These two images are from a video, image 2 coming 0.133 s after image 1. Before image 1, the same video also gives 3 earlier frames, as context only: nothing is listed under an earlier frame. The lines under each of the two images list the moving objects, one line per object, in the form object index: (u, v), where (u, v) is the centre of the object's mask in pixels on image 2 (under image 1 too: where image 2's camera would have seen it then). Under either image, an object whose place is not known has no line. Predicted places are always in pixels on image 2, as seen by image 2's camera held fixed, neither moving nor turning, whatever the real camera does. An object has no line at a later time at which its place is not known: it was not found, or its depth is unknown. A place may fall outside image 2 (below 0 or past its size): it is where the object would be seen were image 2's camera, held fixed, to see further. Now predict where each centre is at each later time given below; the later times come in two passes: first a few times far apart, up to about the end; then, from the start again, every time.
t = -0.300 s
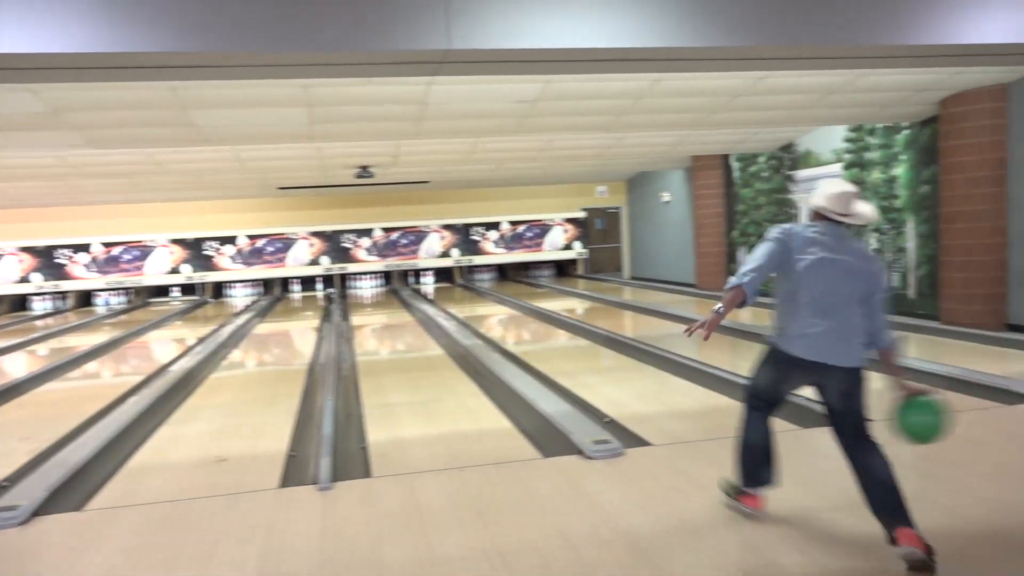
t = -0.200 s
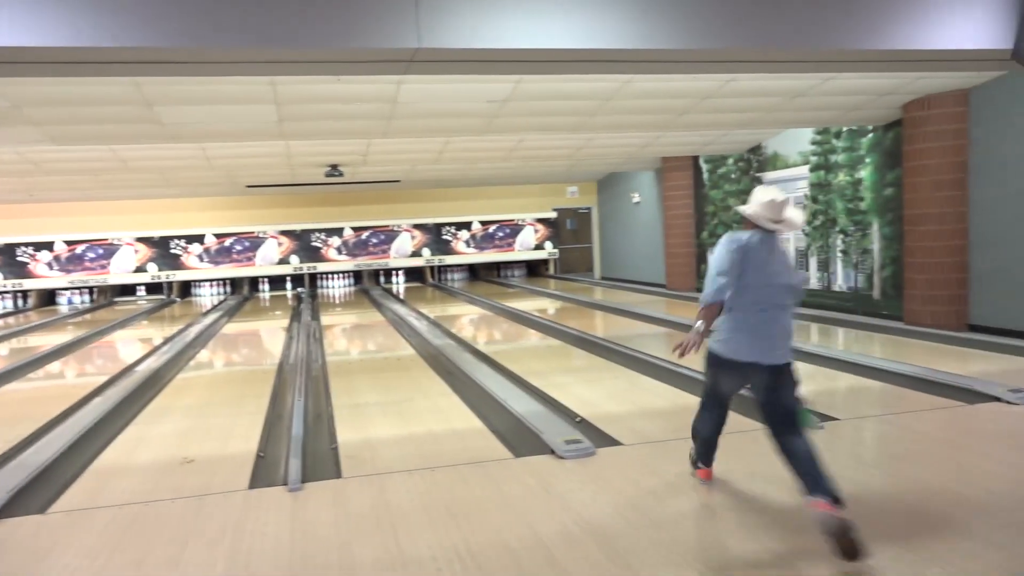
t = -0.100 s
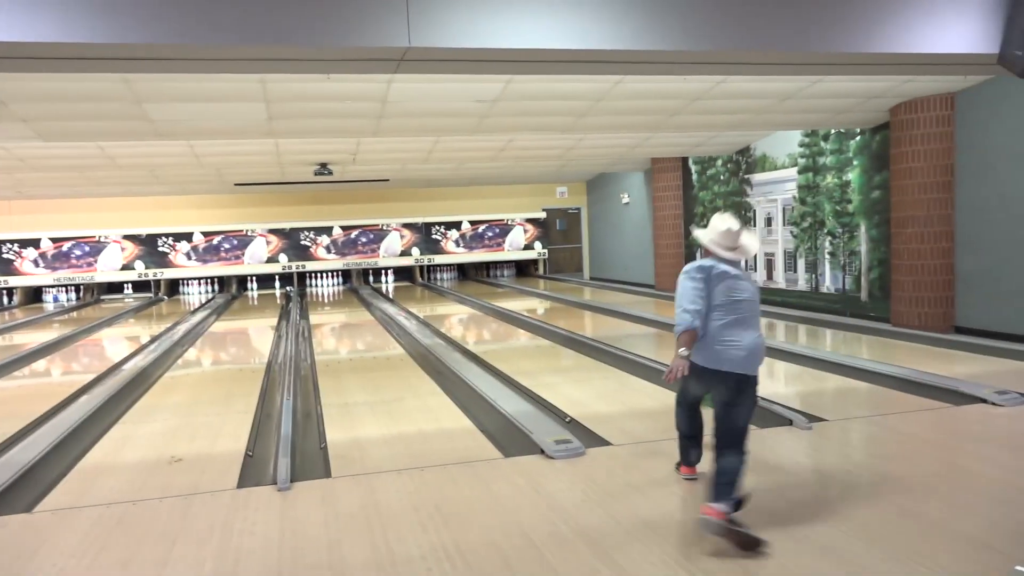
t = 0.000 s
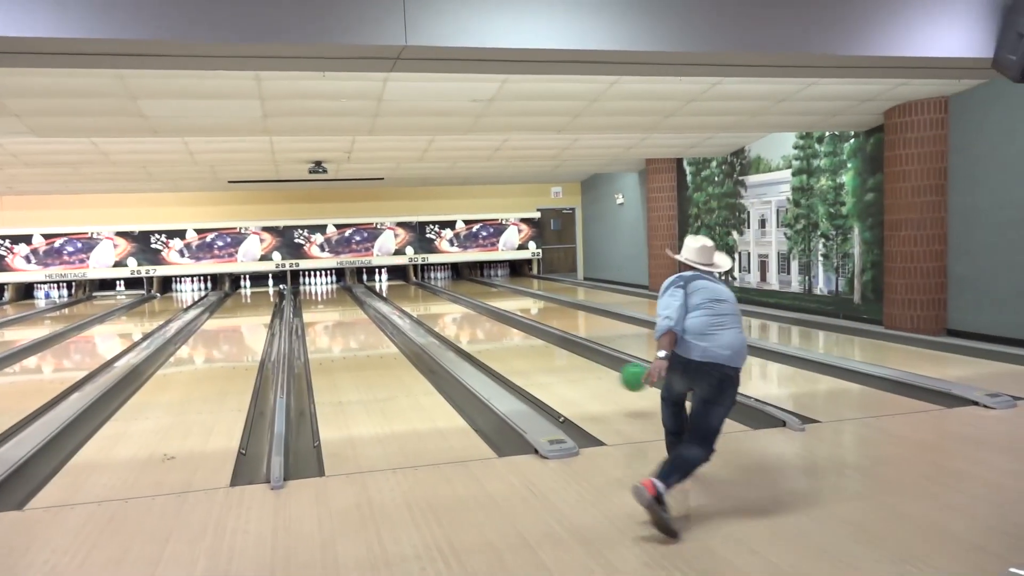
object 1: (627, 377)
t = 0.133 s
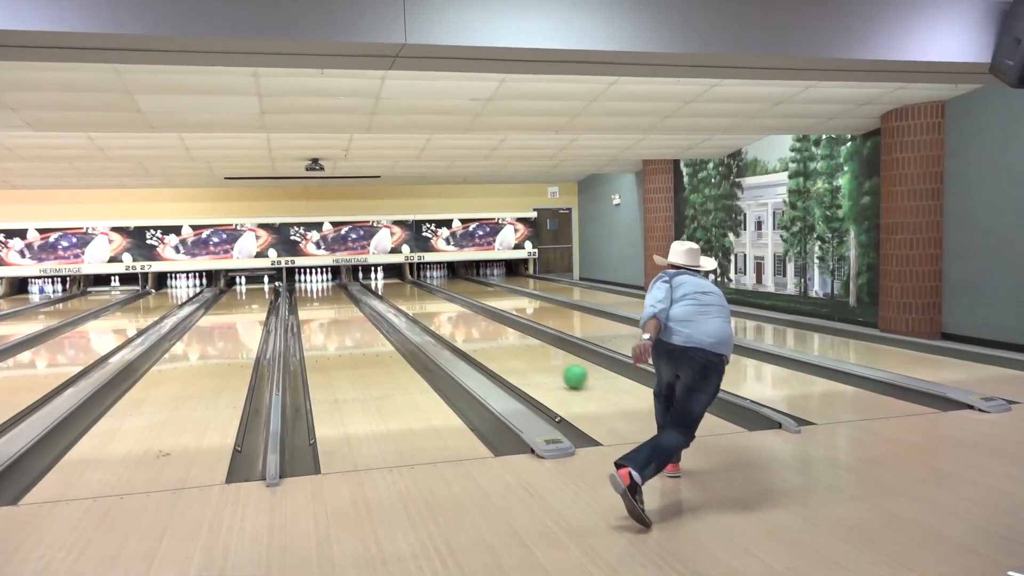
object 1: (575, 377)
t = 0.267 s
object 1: (536, 356)
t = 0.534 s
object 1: (482, 330)
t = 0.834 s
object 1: (445, 311)
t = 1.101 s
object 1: (422, 299)
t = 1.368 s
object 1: (406, 291)
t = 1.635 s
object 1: (393, 285)
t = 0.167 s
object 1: (564, 371)
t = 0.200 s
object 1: (554, 366)
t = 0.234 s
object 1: (544, 361)
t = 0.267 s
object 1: (536, 356)
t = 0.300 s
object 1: (527, 352)
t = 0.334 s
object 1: (520, 347)
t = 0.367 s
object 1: (512, 345)
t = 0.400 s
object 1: (506, 341)
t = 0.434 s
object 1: (499, 338)
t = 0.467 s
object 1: (493, 335)
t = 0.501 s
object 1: (488, 333)
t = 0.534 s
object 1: (482, 330)
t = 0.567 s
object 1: (477, 327)
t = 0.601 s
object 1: (472, 325)
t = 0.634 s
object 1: (468, 322)
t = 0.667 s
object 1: (463, 320)
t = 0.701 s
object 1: (459, 318)
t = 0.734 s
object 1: (455, 316)
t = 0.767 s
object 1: (452, 314)
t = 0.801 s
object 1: (448, 312)
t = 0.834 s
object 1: (445, 311)
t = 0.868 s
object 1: (441, 309)
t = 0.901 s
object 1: (438, 308)
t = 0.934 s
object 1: (435, 306)
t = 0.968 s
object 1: (433, 304)
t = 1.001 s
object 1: (430, 303)
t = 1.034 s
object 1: (427, 302)
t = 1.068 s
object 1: (424, 301)
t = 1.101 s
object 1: (422, 299)
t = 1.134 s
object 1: (420, 298)
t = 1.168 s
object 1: (418, 297)
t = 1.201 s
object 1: (415, 296)
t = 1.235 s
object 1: (414, 295)
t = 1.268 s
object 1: (412, 294)
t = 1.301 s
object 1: (409, 293)
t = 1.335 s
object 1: (407, 292)
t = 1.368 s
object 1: (406, 291)
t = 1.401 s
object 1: (404, 290)
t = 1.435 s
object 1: (403, 289)
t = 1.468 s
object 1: (401, 288)
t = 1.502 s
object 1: (399, 287)
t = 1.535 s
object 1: (398, 287)
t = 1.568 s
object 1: (396, 286)
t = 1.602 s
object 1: (395, 285)
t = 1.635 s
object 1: (393, 285)
